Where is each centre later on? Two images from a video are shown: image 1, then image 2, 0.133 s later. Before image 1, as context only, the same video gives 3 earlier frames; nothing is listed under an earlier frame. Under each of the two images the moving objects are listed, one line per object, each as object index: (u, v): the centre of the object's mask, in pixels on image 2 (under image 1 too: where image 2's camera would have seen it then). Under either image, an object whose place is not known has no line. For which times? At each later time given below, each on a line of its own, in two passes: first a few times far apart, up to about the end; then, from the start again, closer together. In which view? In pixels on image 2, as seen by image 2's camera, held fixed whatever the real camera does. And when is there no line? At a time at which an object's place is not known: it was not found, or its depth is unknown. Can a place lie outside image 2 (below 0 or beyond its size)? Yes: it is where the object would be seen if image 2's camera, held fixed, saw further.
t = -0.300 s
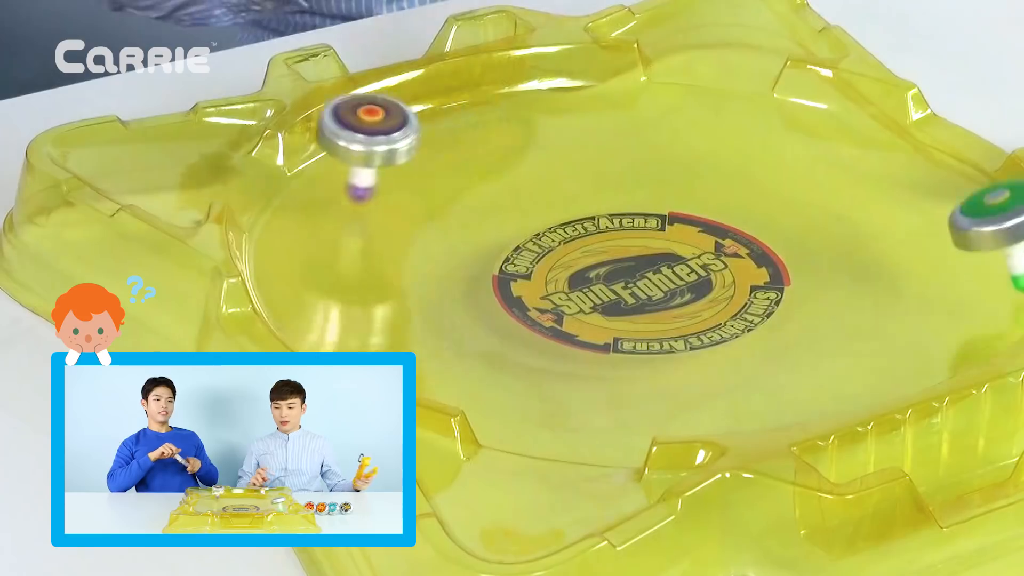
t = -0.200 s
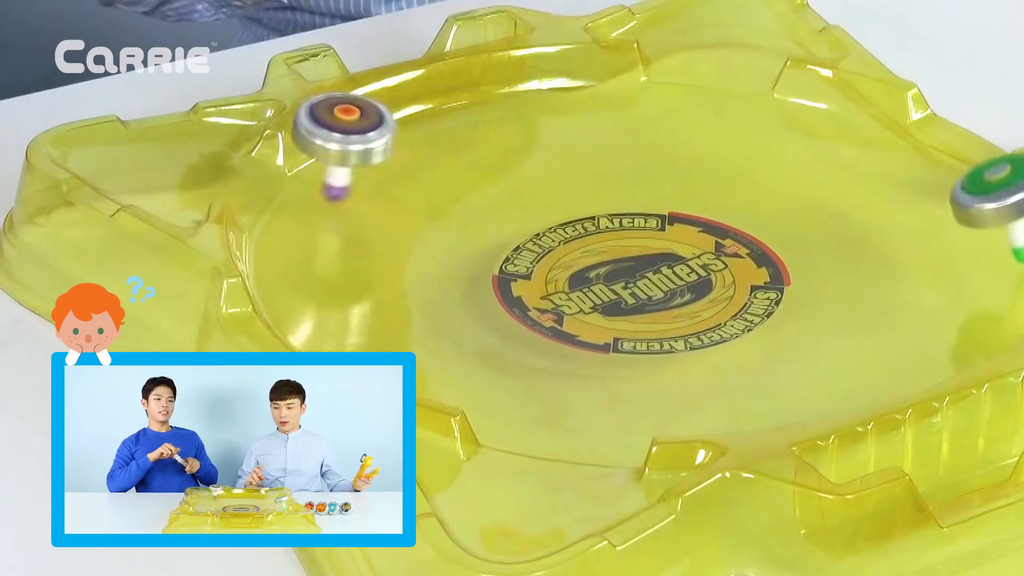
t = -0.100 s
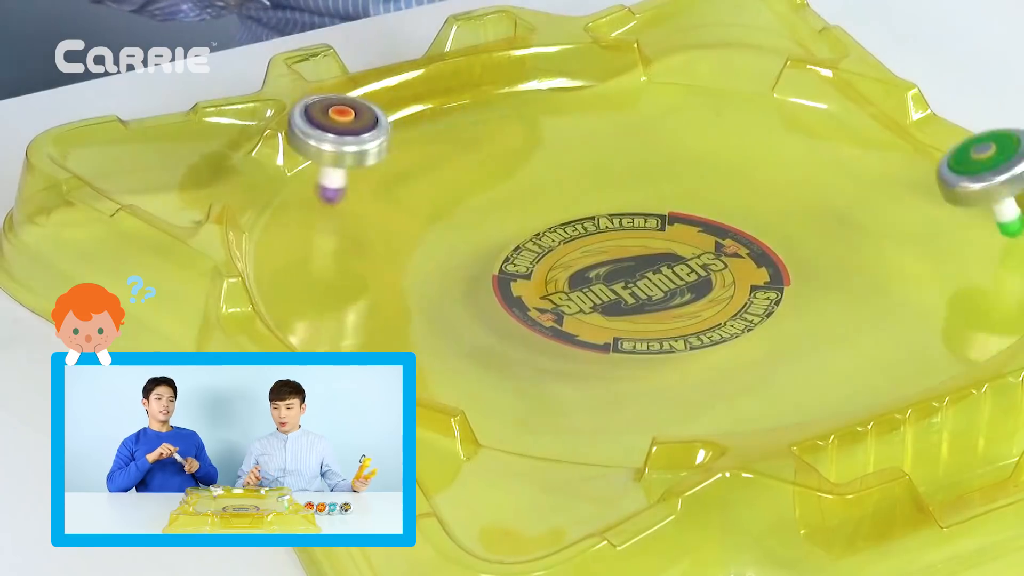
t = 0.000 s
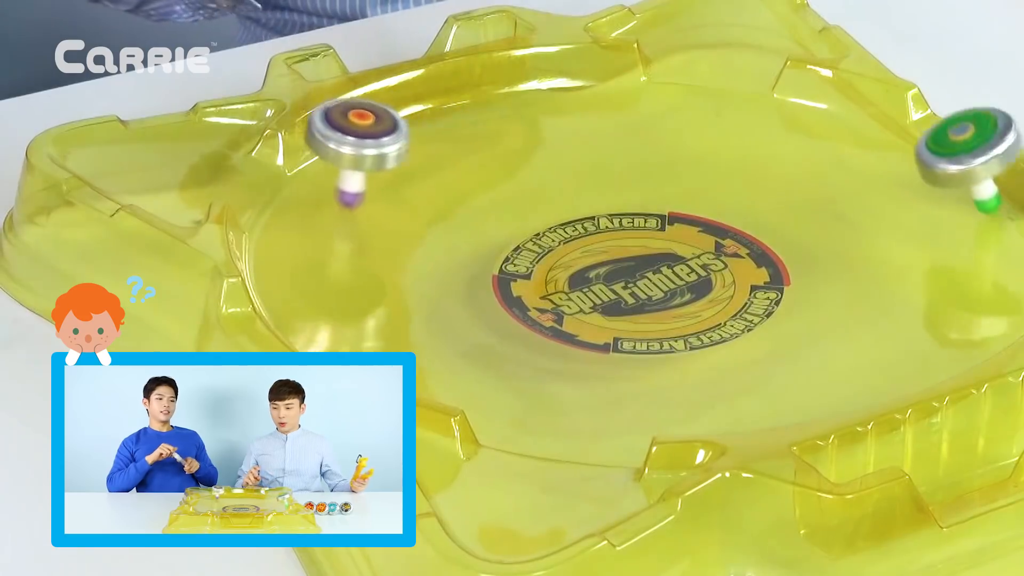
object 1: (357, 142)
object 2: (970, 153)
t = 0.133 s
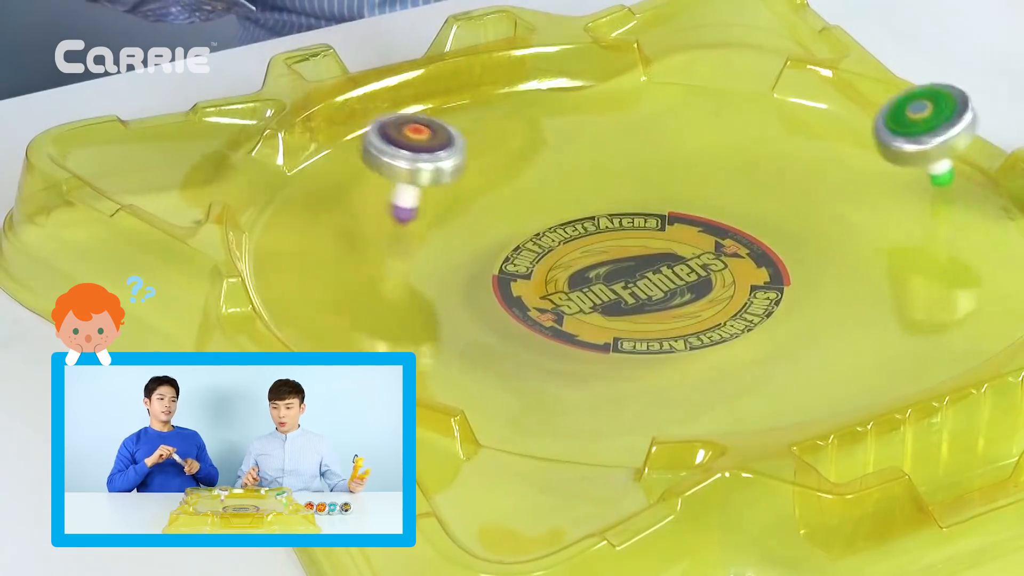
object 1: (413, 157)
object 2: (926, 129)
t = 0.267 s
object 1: (507, 189)
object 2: (866, 110)
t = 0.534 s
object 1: (689, 292)
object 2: (705, 92)
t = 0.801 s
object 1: (694, 376)
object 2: (551, 101)
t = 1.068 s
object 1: (627, 352)
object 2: (430, 139)
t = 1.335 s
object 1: (620, 279)
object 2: (353, 188)
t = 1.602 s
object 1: (773, 175)
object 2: (355, 258)
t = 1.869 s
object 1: (929, 139)
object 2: (439, 316)
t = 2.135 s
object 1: (978, 185)
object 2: (589, 353)
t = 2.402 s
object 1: (812, 233)
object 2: (750, 339)
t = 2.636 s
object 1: (505, 220)
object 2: (851, 294)
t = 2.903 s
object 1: (338, 98)
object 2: (881, 224)
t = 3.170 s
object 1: (500, 73)
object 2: (828, 160)
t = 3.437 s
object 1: (611, 127)
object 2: (737, 106)
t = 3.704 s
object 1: (499, 257)
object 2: (686, 74)
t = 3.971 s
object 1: (399, 290)
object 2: (558, 83)
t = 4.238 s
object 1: (368, 283)
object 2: (450, 127)
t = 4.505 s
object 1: (501, 255)
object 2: (396, 181)
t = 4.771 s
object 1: (770, 232)
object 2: (424, 245)
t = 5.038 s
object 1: (935, 241)
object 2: (541, 298)
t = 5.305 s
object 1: (939, 232)
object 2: (698, 310)
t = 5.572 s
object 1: (808, 209)
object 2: (816, 277)
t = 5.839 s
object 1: (643, 154)
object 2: (862, 215)
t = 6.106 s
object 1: (566, 80)
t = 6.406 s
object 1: (537, 78)
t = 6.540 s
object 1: (537, 101)
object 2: (651, 74)
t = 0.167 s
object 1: (432, 163)
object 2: (913, 124)
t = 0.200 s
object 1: (455, 171)
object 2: (898, 119)
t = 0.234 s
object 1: (480, 180)
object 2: (882, 114)
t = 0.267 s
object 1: (507, 189)
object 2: (866, 110)
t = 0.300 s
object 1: (533, 199)
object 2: (849, 107)
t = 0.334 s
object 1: (560, 211)
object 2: (830, 104)
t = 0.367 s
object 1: (585, 223)
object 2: (809, 100)
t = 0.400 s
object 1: (609, 235)
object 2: (788, 98)
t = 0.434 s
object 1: (631, 249)
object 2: (768, 96)
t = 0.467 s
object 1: (654, 264)
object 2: (747, 94)
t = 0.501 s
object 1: (674, 279)
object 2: (725, 93)
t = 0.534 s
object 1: (689, 292)
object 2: (705, 92)
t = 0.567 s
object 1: (699, 304)
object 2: (683, 92)
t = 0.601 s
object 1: (703, 317)
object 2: (663, 92)
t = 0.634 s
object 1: (704, 329)
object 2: (643, 92)
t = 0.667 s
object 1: (704, 340)
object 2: (623, 93)
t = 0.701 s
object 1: (701, 352)
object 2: (604, 94)
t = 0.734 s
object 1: (699, 362)
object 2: (586, 96)
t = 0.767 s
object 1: (696, 369)
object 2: (568, 99)
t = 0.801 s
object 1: (694, 376)
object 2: (551, 101)
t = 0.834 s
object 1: (684, 373)
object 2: (534, 103)
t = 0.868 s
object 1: (672, 377)
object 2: (517, 107)
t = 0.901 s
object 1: (660, 375)
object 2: (501, 111)
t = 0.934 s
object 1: (650, 371)
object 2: (486, 117)
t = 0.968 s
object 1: (642, 367)
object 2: (472, 122)
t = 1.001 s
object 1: (637, 363)
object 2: (457, 128)
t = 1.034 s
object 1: (632, 358)
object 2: (444, 134)
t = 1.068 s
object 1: (627, 352)
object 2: (430, 139)
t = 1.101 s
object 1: (624, 345)
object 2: (418, 145)
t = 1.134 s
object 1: (620, 339)
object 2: (406, 151)
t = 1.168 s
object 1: (616, 330)
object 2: (394, 156)
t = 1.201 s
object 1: (614, 321)
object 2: (384, 162)
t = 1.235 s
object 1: (612, 312)
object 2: (375, 168)
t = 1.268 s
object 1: (612, 303)
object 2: (366, 174)
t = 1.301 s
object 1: (614, 290)
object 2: (359, 181)
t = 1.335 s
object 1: (620, 279)
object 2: (353, 188)
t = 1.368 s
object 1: (630, 265)
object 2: (349, 196)
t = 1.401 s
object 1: (647, 250)
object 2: (345, 205)
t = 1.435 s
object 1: (665, 236)
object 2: (342, 213)
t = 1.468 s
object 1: (682, 221)
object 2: (342, 222)
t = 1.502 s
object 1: (702, 210)
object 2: (344, 231)
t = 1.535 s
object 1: (725, 196)
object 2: (347, 240)
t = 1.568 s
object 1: (749, 185)
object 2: (351, 249)
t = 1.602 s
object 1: (773, 175)
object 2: (355, 258)
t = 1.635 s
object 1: (797, 165)
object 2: (361, 266)
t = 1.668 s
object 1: (821, 158)
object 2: (366, 273)
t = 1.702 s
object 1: (842, 152)
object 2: (374, 280)
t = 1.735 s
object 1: (862, 147)
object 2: (385, 286)
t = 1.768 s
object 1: (880, 144)
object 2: (397, 292)
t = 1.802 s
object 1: (898, 141)
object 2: (410, 297)
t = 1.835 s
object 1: (914, 139)
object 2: (425, 303)
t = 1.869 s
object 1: (929, 139)
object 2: (439, 316)
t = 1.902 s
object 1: (944, 141)
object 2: (456, 324)
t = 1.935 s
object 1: (956, 145)
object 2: (473, 330)
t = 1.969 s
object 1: (966, 149)
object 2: (491, 336)
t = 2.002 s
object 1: (973, 157)
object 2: (509, 341)
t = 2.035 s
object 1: (977, 164)
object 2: (528, 345)
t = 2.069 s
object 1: (979, 172)
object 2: (549, 348)
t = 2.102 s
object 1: (979, 179)
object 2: (569, 352)
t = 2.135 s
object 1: (978, 185)
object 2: (589, 353)
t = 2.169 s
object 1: (974, 190)
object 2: (610, 354)
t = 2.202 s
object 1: (966, 195)
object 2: (631, 354)
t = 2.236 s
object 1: (951, 199)
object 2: (651, 353)
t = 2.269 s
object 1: (931, 205)
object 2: (671, 351)
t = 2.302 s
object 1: (908, 211)
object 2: (691, 350)
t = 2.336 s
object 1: (881, 219)
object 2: (711, 348)
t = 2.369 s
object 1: (850, 225)
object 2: (731, 344)
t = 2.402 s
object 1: (812, 233)
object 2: (750, 339)
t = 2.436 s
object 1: (769, 237)
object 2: (768, 334)
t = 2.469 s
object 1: (723, 241)
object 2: (785, 329)
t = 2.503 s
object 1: (679, 243)
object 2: (800, 323)
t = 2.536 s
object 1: (634, 241)
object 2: (814, 316)
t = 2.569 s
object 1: (589, 238)
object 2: (828, 309)
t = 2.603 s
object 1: (546, 233)
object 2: (840, 302)
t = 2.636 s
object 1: (505, 220)
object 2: (851, 294)
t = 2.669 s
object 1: (469, 209)
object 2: (861, 286)
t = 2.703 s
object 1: (438, 193)
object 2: (868, 278)
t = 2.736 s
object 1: (411, 180)
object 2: (874, 269)
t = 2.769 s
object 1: (387, 164)
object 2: (879, 260)
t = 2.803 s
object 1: (369, 148)
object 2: (881, 252)
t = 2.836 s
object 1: (354, 131)
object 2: (882, 243)
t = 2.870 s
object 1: (345, 114)
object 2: (883, 233)
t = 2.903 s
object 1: (338, 98)
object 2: (881, 224)
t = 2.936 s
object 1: (348, 81)
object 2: (881, 216)
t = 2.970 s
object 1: (372, 79)
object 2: (878, 208)
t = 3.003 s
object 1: (393, 82)
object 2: (872, 199)
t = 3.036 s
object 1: (416, 79)
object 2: (866, 191)
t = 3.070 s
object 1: (440, 76)
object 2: (858, 183)
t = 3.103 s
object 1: (462, 73)
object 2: (849, 175)
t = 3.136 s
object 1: (482, 72)
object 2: (839, 167)
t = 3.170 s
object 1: (500, 73)
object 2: (828, 160)
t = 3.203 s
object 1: (518, 74)
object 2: (816, 153)
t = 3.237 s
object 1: (534, 77)
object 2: (803, 146)
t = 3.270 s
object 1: (550, 82)
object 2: (789, 139)
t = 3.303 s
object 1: (567, 87)
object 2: (775, 133)
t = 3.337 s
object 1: (583, 95)
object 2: (759, 126)
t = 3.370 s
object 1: (601, 102)
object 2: (745, 121)
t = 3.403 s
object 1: (620, 113)
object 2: (729, 115)
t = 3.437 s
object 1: (611, 127)
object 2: (737, 106)
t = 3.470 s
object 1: (597, 143)
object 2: (747, 99)
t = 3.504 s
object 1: (583, 159)
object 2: (750, 92)
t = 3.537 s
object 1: (572, 179)
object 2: (747, 87)
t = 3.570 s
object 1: (559, 198)
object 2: (741, 83)
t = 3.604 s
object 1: (545, 215)
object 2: (730, 79)
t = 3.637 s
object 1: (526, 233)
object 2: (717, 77)
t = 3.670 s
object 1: (511, 245)
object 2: (701, 75)
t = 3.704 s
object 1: (499, 257)
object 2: (686, 74)
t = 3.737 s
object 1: (485, 266)
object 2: (669, 74)
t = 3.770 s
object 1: (472, 272)
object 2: (653, 73)
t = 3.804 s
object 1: (459, 277)
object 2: (637, 74)
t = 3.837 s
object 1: (446, 281)
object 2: (622, 74)
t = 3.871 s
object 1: (432, 284)
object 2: (606, 76)
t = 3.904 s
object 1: (420, 287)
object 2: (590, 77)
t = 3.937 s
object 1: (409, 289)
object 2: (573, 80)
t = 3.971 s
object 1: (399, 290)
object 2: (558, 83)
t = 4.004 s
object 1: (389, 292)
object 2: (542, 86)
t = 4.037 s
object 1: (379, 291)
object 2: (528, 91)
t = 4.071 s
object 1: (372, 292)
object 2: (514, 96)
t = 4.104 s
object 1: (366, 290)
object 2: (500, 101)
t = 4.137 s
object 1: (363, 289)
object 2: (486, 107)
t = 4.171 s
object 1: (361, 287)
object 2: (474, 114)
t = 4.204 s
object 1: (363, 285)
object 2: (461, 120)
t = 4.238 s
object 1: (368, 283)
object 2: (450, 127)
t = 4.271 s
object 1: (376, 280)
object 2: (440, 134)
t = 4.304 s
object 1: (387, 277)
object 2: (431, 140)
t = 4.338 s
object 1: (400, 274)
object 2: (422, 147)
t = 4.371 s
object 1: (415, 271)
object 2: (415, 153)
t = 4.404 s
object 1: (433, 267)
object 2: (409, 161)
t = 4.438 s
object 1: (453, 263)
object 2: (403, 168)
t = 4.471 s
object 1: (476, 259)
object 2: (399, 175)
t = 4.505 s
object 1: (501, 255)
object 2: (396, 181)
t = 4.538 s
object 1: (532, 250)
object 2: (395, 188)
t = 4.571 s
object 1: (567, 245)
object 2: (394, 195)
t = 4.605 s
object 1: (604, 238)
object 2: (395, 203)
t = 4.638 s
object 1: (641, 232)
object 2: (398, 212)
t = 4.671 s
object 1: (677, 233)
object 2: (403, 219)
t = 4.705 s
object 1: (710, 233)
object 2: (408, 229)
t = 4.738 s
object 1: (741, 229)
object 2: (415, 237)
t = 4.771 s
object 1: (770, 232)
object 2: (424, 245)
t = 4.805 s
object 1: (799, 233)
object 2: (433, 253)
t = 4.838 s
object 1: (826, 232)
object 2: (444, 261)
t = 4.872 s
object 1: (849, 233)
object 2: (456, 268)
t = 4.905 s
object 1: (873, 236)
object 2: (472, 275)
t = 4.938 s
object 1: (893, 239)
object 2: (488, 281)
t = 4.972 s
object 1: (910, 239)
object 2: (505, 288)
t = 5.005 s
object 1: (924, 240)
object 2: (523, 293)
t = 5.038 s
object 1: (935, 241)
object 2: (541, 298)
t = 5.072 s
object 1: (943, 241)
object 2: (561, 302)
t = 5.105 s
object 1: (949, 240)
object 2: (581, 306)
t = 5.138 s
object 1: (953, 240)
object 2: (601, 308)
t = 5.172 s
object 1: (955, 239)
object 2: (621, 310)
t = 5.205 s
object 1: (954, 237)
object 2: (641, 310)
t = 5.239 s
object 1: (951, 235)
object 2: (660, 311)
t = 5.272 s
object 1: (946, 233)
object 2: (678, 311)
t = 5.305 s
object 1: (939, 232)
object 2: (698, 310)
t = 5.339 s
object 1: (930, 230)
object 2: (717, 308)
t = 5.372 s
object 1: (919, 228)
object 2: (734, 305)
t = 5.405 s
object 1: (905, 226)
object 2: (751, 302)
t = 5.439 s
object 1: (889, 225)
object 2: (766, 298)
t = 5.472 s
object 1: (872, 223)
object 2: (781, 293)
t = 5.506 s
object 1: (853, 223)
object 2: (793, 289)
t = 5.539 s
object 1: (831, 212)
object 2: (805, 283)
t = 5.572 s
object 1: (808, 209)
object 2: (816, 277)
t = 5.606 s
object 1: (786, 207)
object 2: (825, 270)
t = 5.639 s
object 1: (766, 208)
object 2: (833, 263)
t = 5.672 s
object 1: (745, 202)
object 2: (840, 256)
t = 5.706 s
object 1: (724, 194)
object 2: (846, 248)
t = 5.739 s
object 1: (703, 184)
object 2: (851, 240)
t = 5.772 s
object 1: (682, 175)
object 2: (856, 232)
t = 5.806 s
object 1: (662, 164)
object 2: (859, 223)
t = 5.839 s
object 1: (643, 154)
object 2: (862, 215)
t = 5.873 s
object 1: (627, 142)
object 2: (863, 206)
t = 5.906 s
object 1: (613, 130)
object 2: (863, 198)
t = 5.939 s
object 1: (603, 118)
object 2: (862, 189)
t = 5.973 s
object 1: (594, 108)
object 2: (860, 181)
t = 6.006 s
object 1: (585, 98)
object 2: (856, 173)
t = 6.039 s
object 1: (578, 91)
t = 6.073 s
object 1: (572, 85)
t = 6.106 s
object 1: (566, 80)
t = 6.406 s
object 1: (537, 78)
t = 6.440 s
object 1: (536, 83)
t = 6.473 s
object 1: (535, 88)
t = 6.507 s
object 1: (536, 94)
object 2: (667, 78)
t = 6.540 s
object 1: (537, 101)
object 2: (651, 74)
